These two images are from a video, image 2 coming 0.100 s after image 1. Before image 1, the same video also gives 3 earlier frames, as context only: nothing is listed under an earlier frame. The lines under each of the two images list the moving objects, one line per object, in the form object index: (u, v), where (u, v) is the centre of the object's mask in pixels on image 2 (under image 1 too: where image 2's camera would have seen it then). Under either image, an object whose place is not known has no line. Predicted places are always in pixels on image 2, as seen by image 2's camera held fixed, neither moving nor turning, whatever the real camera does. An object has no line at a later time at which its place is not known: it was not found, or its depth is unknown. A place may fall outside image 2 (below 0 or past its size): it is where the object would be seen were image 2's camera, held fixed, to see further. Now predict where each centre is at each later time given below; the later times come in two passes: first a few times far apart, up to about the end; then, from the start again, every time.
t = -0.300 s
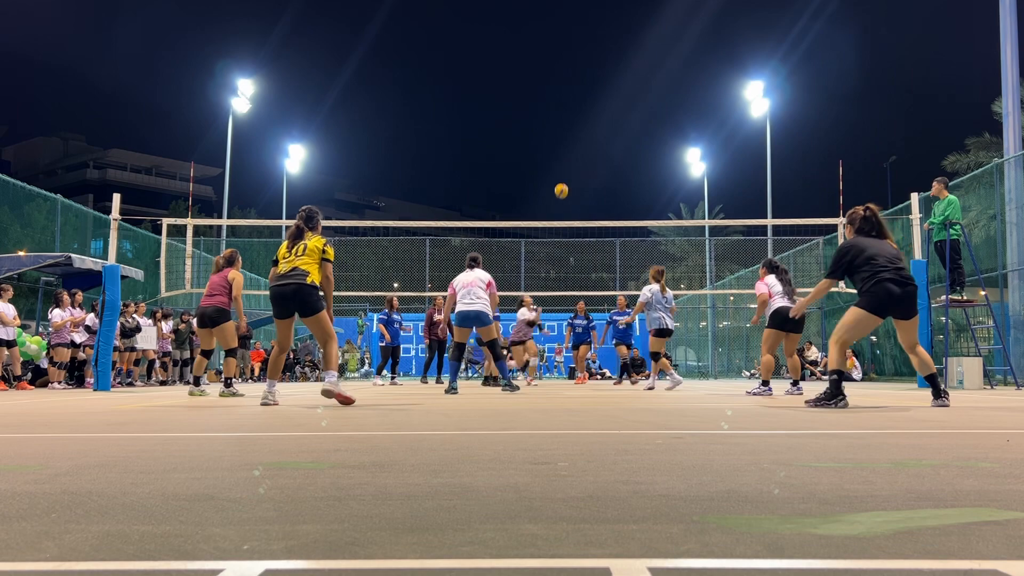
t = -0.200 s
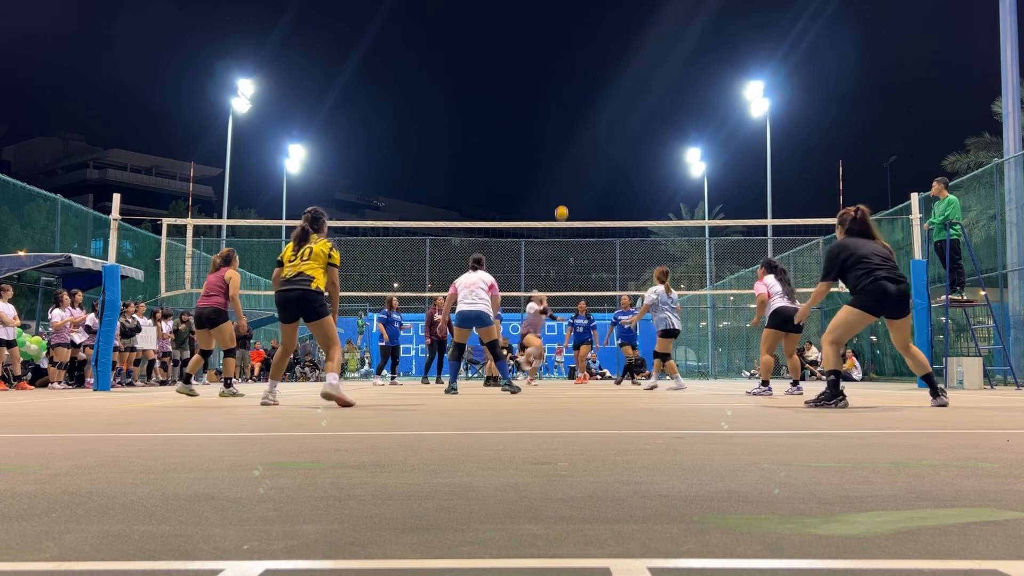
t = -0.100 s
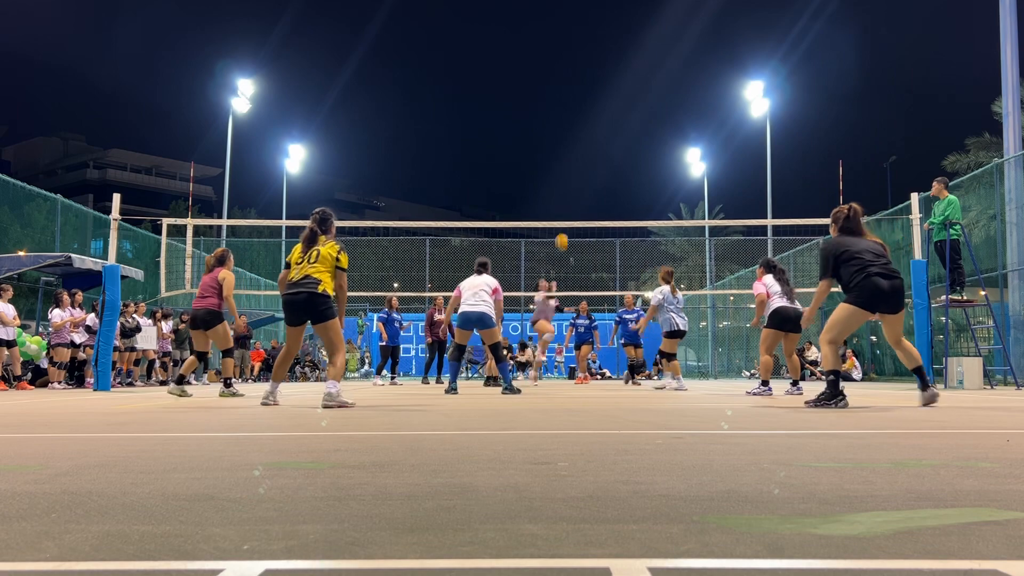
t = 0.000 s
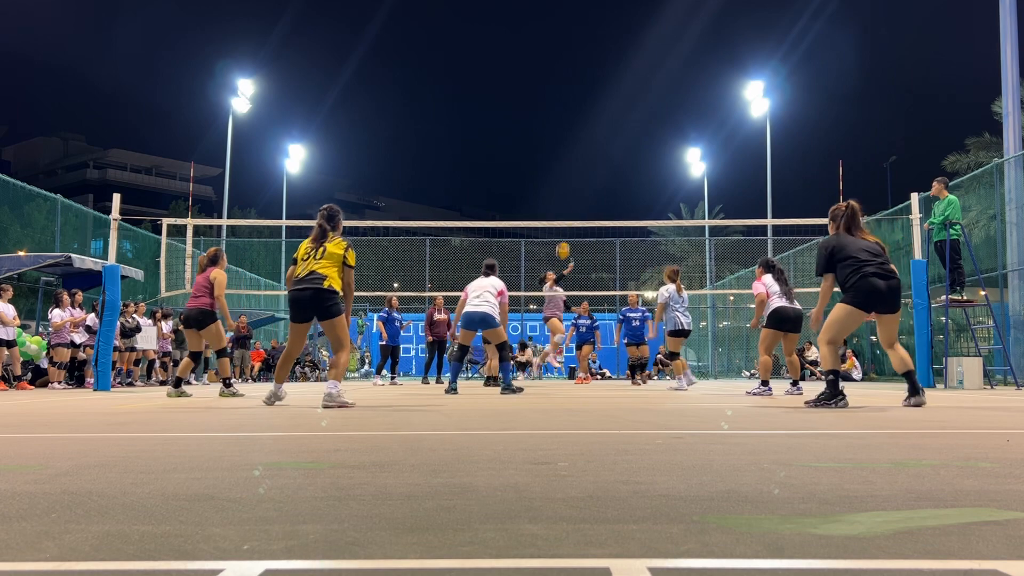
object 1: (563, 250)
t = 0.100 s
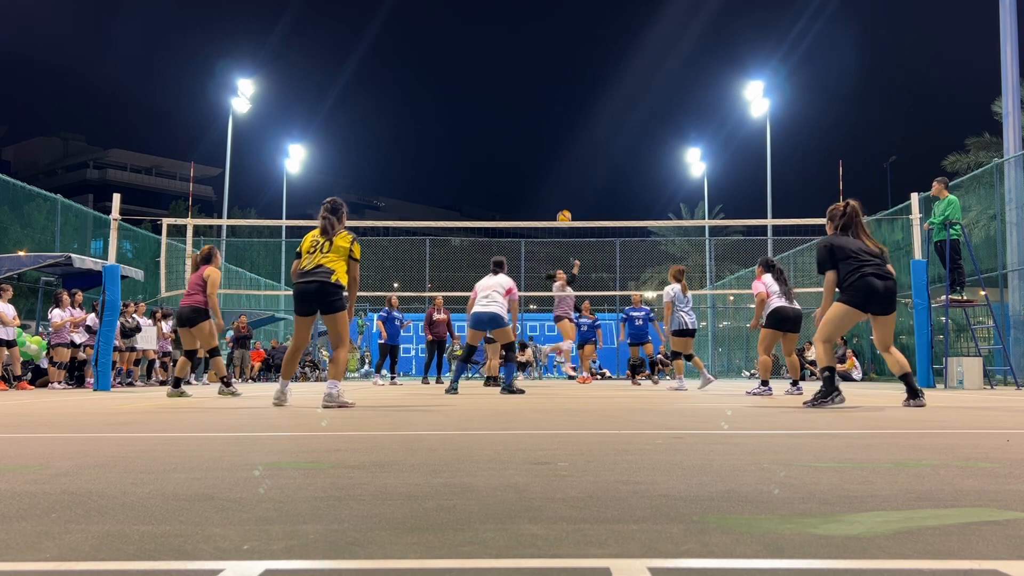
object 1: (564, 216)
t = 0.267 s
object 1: (566, 176)
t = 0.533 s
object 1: (570, 141)
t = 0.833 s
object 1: (576, 175)
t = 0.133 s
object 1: (564, 209)
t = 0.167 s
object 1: (564, 200)
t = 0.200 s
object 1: (565, 191)
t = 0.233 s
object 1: (565, 184)
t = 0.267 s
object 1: (566, 176)
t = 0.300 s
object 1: (566, 169)
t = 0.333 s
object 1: (567, 163)
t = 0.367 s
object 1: (567, 157)
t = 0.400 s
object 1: (568, 153)
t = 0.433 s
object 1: (568, 149)
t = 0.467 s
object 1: (569, 145)
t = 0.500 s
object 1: (570, 143)
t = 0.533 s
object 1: (570, 141)
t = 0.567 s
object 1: (571, 141)
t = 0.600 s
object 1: (571, 141)
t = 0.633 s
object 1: (572, 142)
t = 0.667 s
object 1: (573, 145)
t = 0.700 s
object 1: (573, 148)
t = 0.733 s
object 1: (574, 153)
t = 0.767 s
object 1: (574, 159)
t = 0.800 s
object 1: (575, 166)
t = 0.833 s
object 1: (576, 175)
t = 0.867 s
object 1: (577, 186)
